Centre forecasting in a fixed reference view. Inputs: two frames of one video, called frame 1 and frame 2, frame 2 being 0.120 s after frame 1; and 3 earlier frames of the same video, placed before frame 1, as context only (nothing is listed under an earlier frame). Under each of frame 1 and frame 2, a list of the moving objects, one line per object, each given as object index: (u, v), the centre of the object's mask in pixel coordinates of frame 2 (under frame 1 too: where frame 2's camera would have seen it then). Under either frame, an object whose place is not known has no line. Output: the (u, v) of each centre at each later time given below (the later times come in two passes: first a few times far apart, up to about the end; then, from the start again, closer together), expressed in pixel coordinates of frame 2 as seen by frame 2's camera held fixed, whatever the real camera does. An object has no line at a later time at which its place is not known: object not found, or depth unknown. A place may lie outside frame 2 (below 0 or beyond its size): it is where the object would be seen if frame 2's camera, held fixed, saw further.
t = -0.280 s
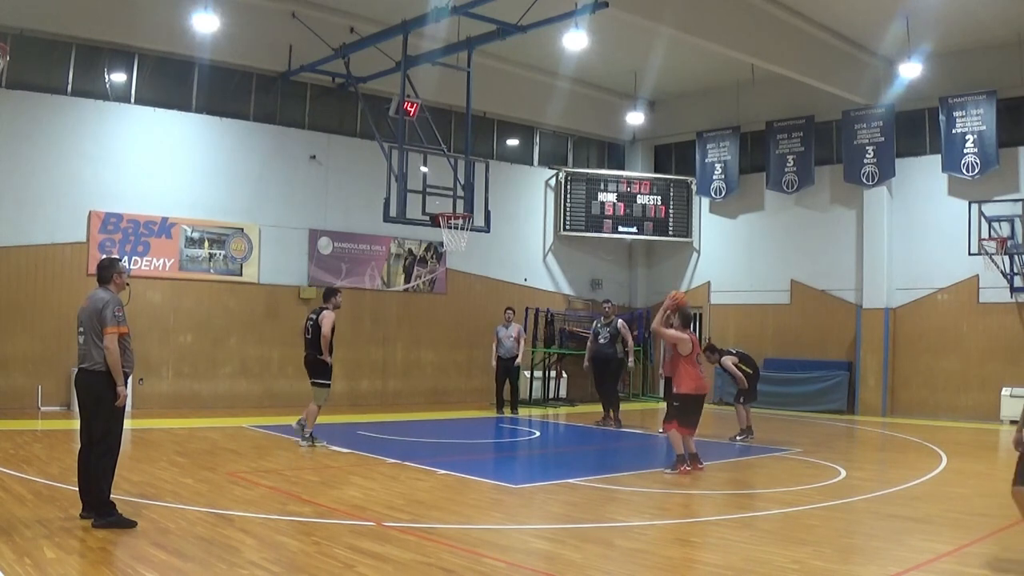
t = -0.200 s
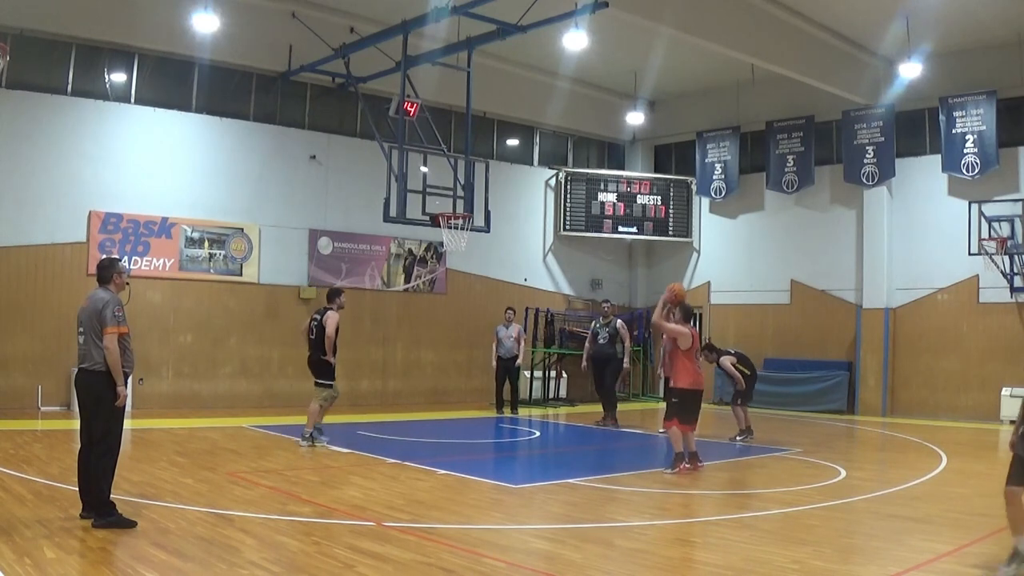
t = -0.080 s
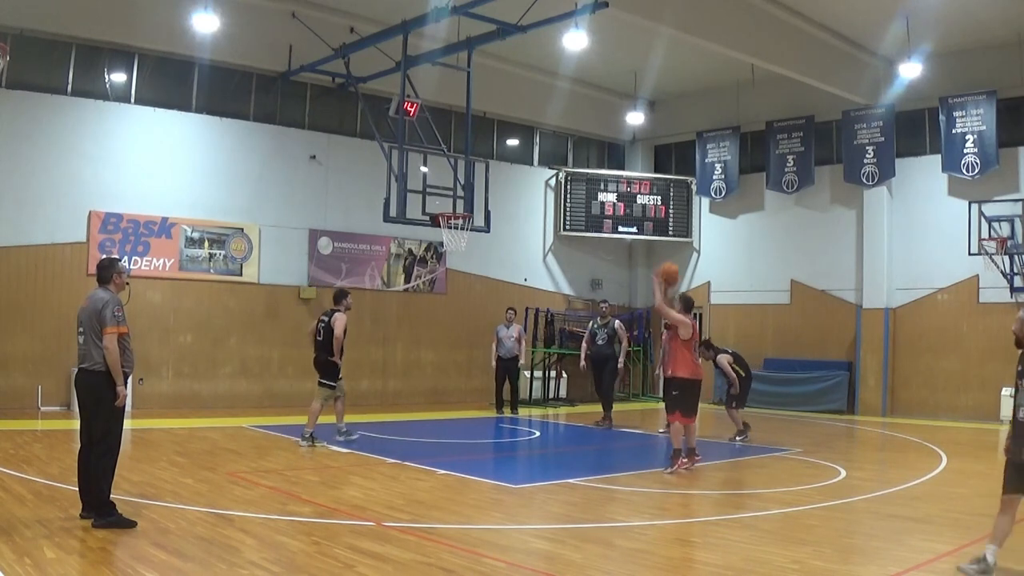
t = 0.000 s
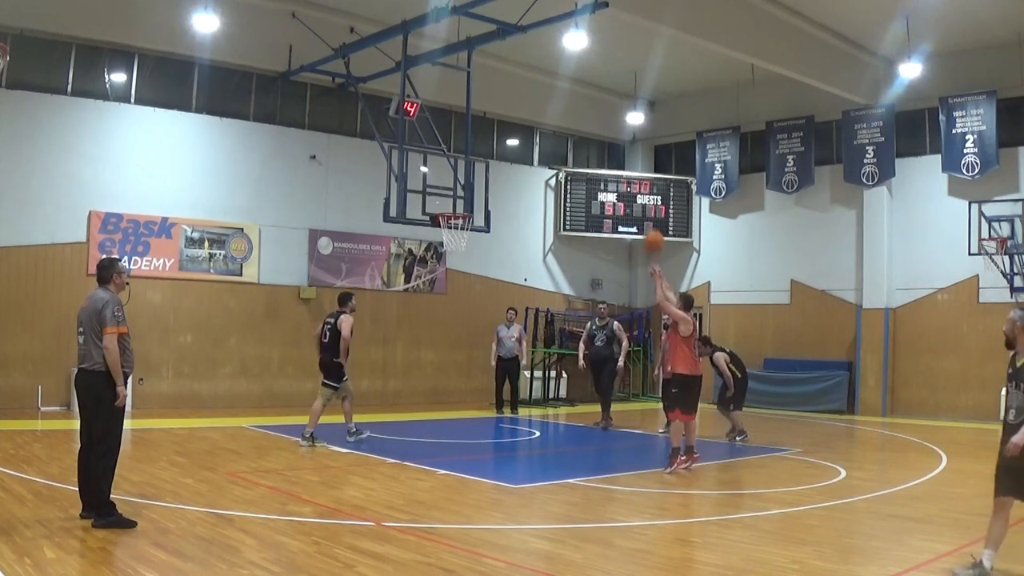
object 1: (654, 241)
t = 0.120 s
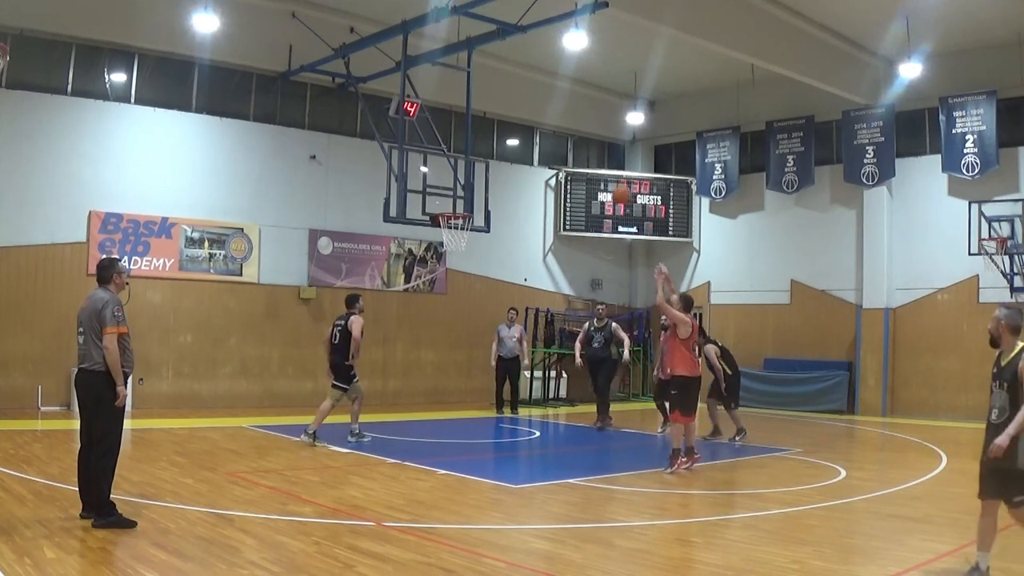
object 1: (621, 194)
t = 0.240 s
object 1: (591, 163)
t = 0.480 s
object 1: (538, 140)
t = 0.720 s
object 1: (489, 158)
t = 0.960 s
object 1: (448, 210)
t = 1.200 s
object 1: (450, 196)
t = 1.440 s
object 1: (432, 211)
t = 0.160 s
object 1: (611, 183)
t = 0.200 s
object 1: (600, 171)
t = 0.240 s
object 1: (591, 163)
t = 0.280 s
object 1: (581, 156)
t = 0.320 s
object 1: (572, 150)
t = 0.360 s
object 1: (562, 145)
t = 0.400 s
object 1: (554, 142)
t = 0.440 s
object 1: (546, 140)
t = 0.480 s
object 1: (538, 140)
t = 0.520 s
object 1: (529, 139)
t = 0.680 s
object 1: (496, 152)
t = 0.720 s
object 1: (489, 158)
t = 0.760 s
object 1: (480, 165)
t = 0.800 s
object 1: (473, 173)
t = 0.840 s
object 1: (466, 182)
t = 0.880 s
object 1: (459, 191)
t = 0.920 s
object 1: (452, 202)
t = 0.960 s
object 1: (448, 210)
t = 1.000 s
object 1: (460, 210)
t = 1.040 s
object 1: (461, 208)
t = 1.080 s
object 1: (459, 205)
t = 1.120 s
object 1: (456, 201)
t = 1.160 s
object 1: (453, 198)
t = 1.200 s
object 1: (450, 196)
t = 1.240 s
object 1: (448, 196)
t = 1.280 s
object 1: (445, 196)
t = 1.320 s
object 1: (441, 198)
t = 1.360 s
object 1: (438, 201)
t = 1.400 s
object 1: (435, 207)
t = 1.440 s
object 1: (432, 211)
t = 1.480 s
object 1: (429, 217)
